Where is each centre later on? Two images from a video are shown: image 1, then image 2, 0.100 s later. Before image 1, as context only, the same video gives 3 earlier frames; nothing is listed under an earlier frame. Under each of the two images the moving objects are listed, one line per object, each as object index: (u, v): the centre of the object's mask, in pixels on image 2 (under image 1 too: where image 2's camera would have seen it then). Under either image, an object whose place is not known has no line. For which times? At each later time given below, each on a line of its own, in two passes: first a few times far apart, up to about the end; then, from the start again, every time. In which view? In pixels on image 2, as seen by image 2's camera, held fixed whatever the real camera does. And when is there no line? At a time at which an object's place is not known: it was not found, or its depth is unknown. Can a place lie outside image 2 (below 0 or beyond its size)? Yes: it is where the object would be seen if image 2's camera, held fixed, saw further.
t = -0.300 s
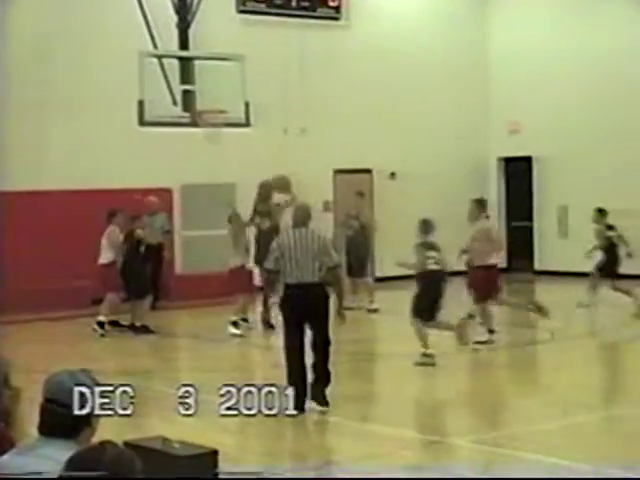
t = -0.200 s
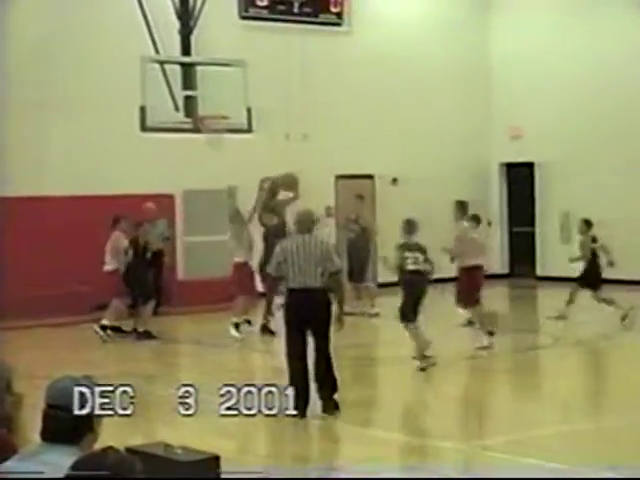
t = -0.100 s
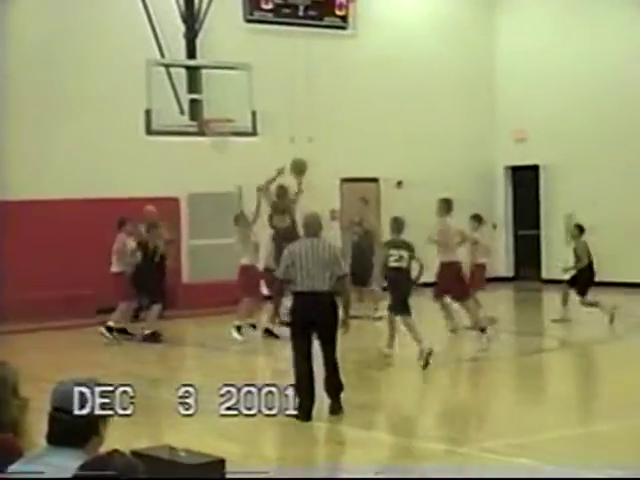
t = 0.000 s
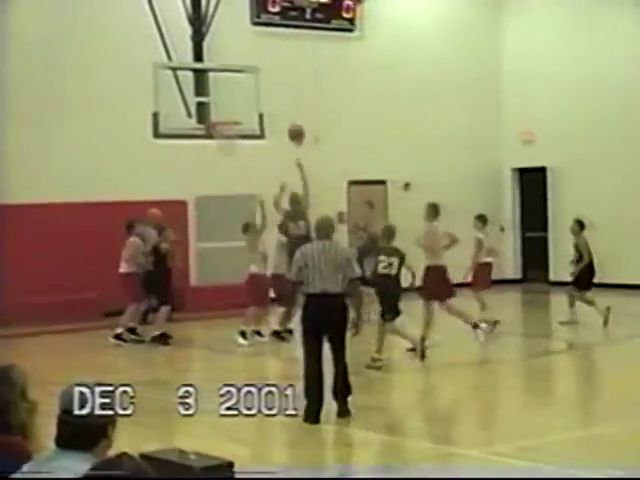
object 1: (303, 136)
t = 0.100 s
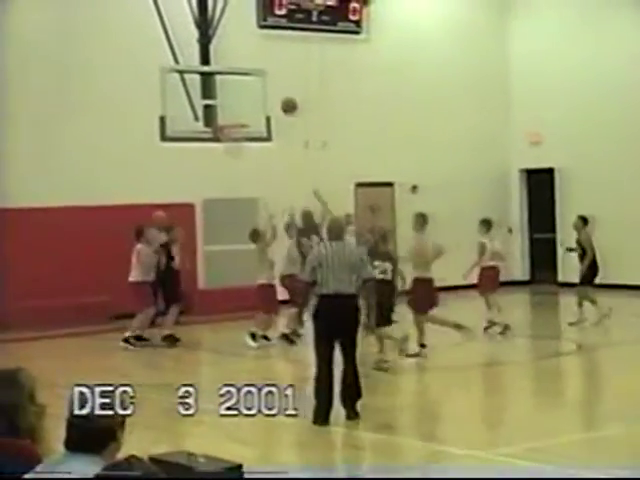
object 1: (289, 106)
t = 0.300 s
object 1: (264, 73)
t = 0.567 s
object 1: (235, 73)
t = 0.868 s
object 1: (224, 121)
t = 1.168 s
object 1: (246, 150)
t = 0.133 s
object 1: (284, 98)
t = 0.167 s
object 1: (280, 91)
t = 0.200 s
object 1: (276, 85)
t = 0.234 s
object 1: (272, 80)
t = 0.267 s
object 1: (268, 76)
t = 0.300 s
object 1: (264, 73)
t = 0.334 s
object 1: (260, 70)
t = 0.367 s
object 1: (256, 68)
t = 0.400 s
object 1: (252, 67)
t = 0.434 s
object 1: (248, 67)
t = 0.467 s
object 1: (244, 67)
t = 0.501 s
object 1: (241, 68)
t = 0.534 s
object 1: (237, 71)
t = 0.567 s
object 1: (235, 73)
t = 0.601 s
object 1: (231, 76)
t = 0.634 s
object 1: (227, 81)
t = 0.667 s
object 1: (224, 86)
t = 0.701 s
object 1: (222, 91)
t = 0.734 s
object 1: (220, 98)
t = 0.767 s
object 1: (218, 103)
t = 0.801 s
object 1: (218, 113)
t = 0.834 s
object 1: (220, 116)
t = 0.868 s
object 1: (224, 121)
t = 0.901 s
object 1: (230, 127)
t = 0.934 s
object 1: (235, 133)
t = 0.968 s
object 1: (238, 141)
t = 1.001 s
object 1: (241, 143)
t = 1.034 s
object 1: (243, 144)
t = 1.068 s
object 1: (244, 144)
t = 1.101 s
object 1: (244, 144)
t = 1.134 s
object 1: (245, 149)
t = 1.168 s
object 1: (246, 150)
